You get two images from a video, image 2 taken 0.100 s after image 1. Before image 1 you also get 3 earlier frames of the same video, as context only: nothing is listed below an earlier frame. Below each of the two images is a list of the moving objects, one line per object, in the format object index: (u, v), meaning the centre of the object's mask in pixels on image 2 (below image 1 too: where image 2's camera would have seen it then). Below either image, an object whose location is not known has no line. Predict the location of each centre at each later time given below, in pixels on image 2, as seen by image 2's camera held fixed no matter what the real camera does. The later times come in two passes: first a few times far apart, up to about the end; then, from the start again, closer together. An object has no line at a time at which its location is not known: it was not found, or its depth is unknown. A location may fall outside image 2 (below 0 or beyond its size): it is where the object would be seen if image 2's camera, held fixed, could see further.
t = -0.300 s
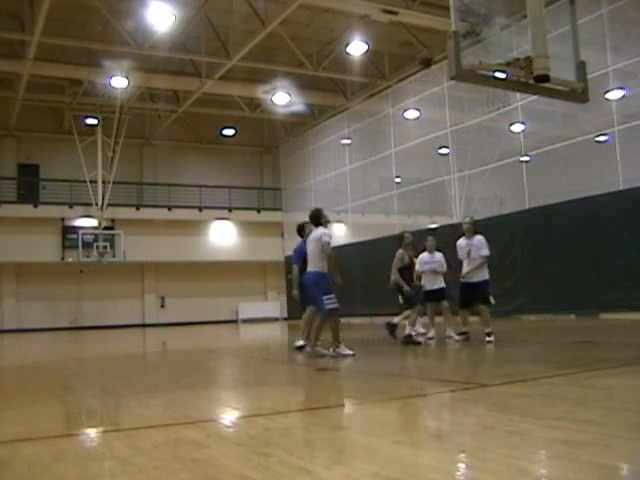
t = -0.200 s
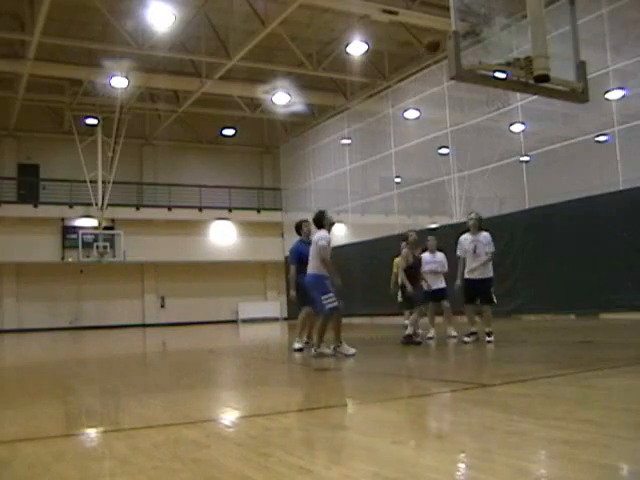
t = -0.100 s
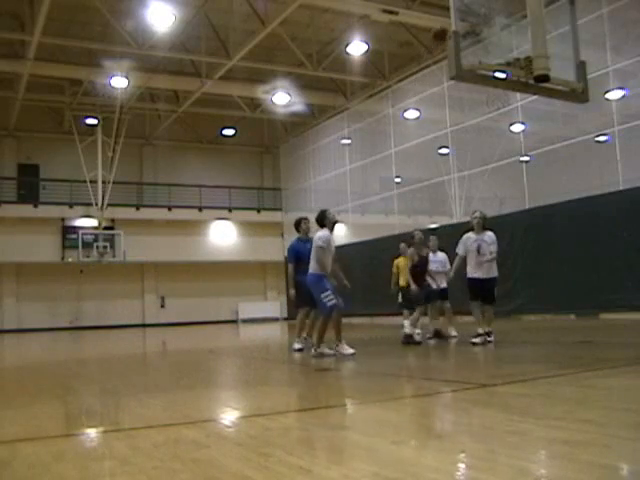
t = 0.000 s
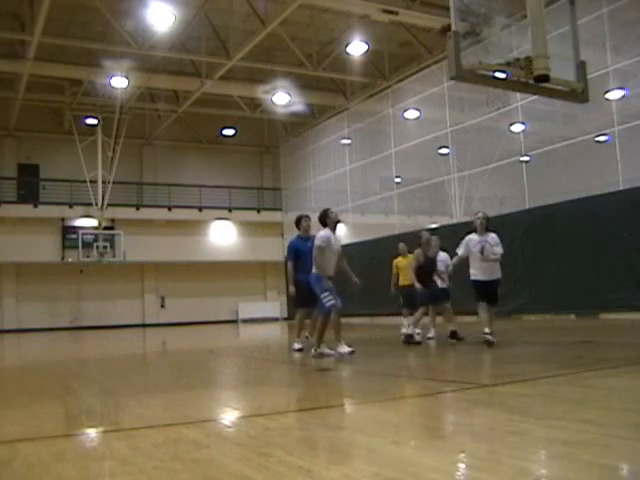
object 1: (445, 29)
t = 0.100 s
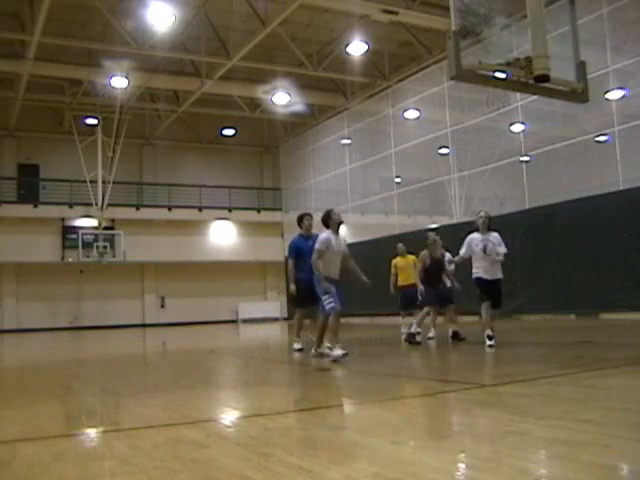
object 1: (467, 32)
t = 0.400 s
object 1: (504, 93)
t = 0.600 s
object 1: (493, 95)
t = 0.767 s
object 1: (484, 115)
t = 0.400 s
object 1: (504, 93)
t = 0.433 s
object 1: (505, 93)
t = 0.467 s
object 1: (503, 93)
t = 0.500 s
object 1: (500, 93)
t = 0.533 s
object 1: (498, 94)
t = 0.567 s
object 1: (495, 94)
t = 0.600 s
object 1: (493, 95)
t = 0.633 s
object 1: (491, 97)
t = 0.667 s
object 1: (490, 99)
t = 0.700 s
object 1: (488, 103)
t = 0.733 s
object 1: (486, 108)
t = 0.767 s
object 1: (484, 115)
